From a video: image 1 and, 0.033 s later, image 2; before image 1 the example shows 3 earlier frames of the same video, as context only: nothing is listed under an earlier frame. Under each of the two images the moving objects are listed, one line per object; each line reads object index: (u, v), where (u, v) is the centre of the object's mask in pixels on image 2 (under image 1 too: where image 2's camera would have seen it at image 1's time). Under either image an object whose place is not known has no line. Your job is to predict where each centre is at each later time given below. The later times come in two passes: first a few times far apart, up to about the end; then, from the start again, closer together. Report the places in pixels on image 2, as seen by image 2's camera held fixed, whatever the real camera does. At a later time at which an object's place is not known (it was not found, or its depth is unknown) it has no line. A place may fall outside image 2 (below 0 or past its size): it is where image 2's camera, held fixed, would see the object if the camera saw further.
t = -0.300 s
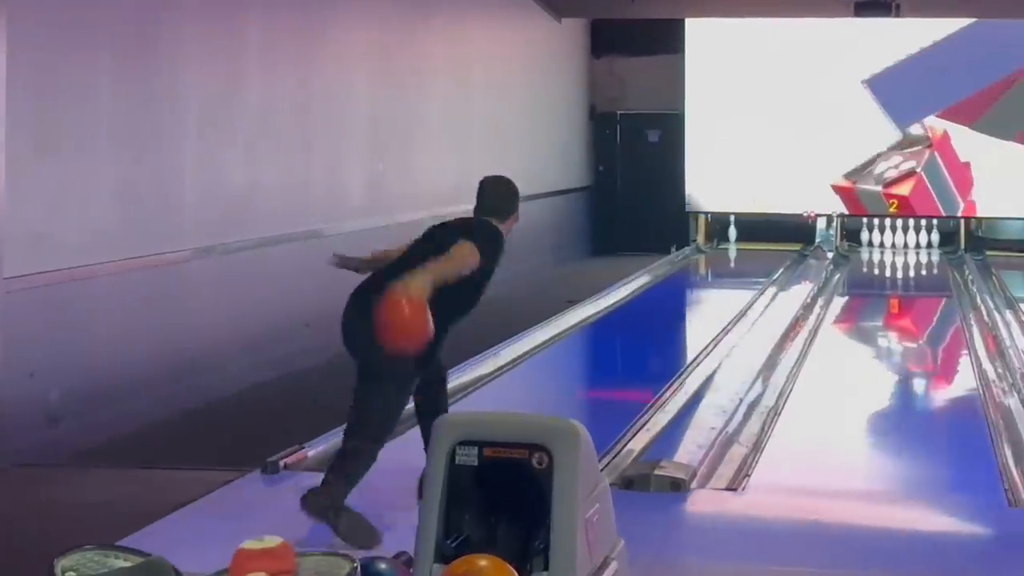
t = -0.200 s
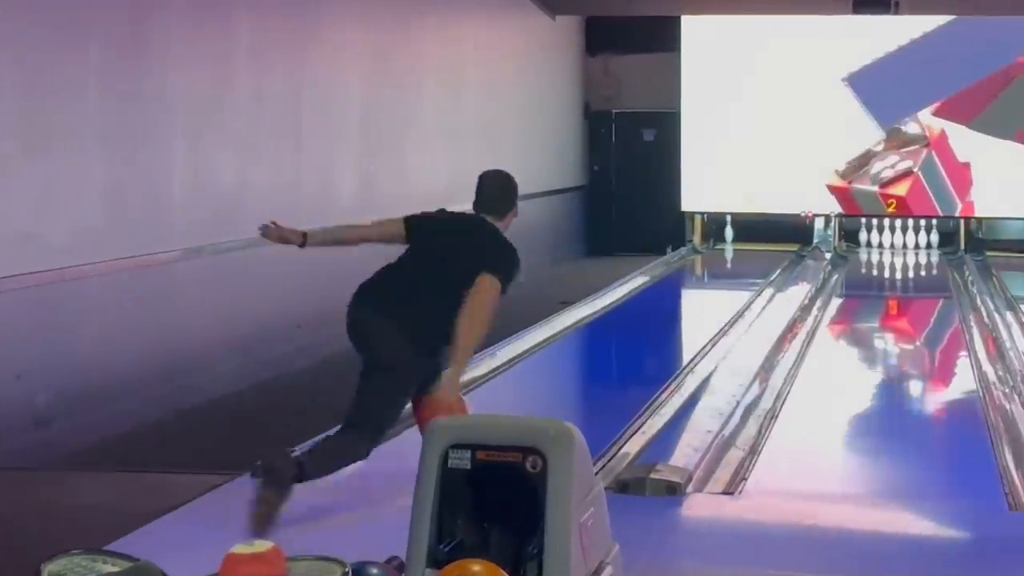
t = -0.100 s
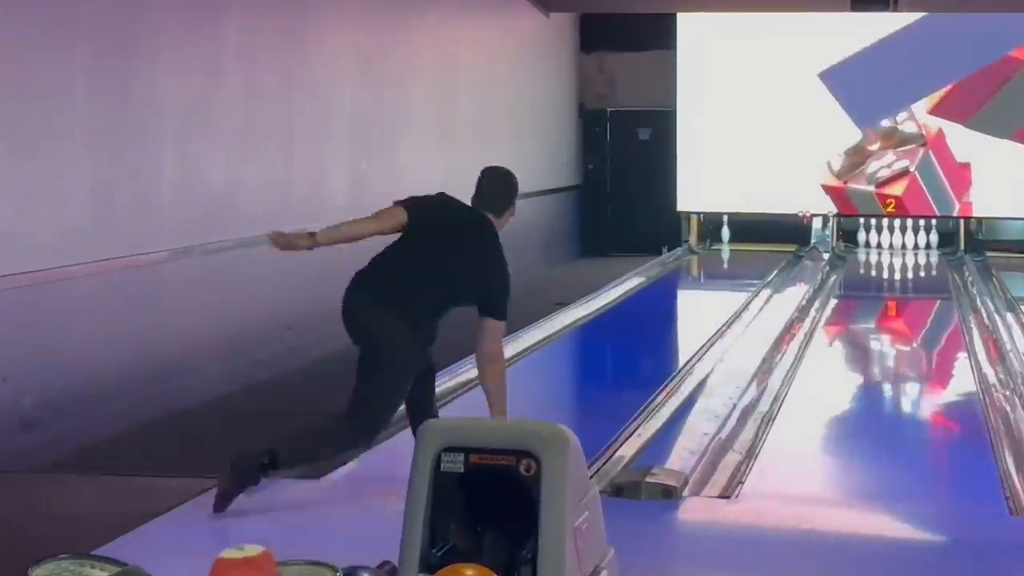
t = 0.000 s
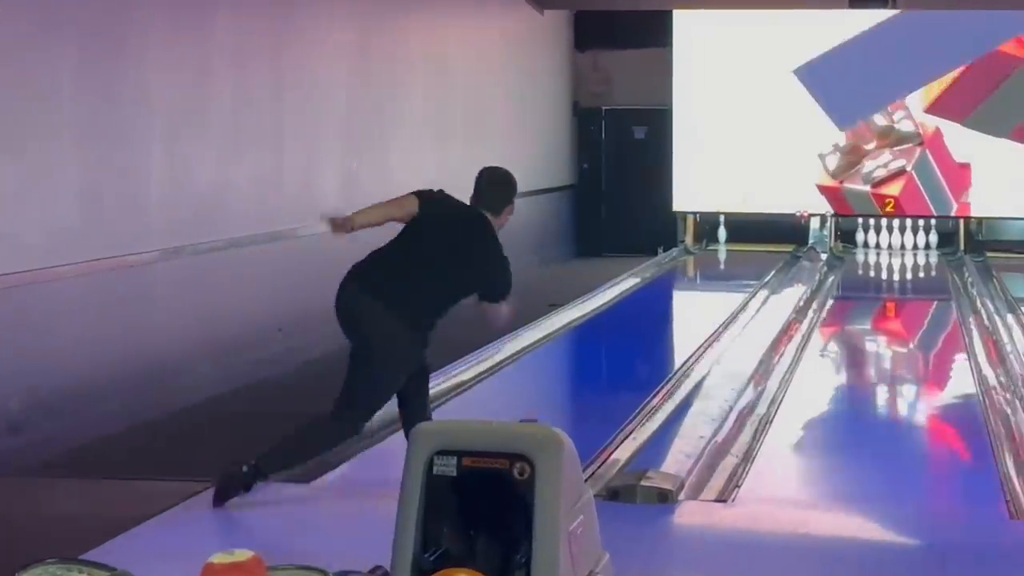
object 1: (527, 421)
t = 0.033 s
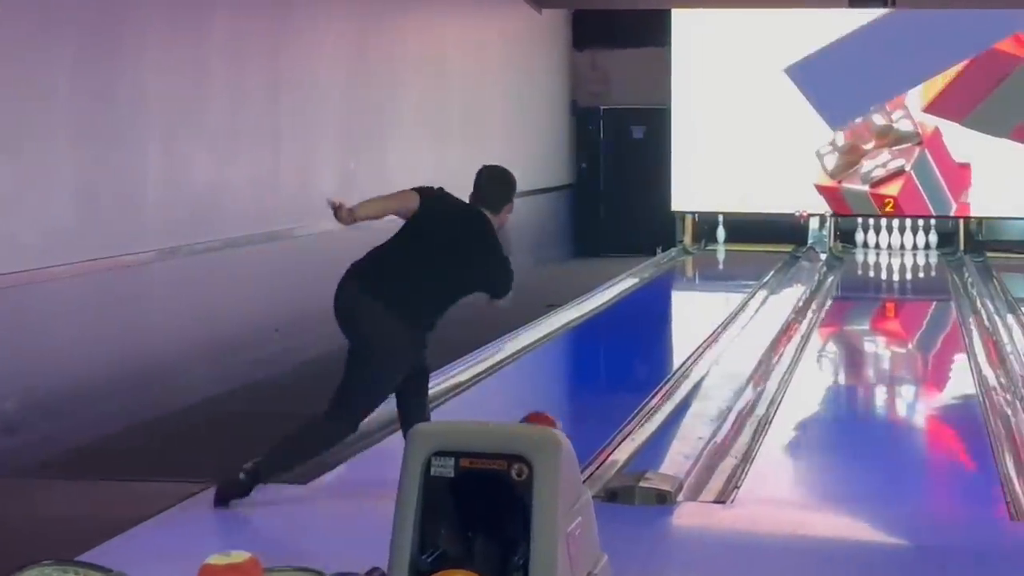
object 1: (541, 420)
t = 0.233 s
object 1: (593, 394)
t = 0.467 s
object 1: (635, 358)
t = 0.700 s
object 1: (662, 331)
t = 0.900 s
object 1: (678, 312)
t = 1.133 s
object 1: (695, 293)
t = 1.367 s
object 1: (708, 277)
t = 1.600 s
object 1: (717, 264)
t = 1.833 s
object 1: (721, 254)
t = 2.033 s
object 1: (721, 246)
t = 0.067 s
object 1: (553, 418)
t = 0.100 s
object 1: (561, 416)
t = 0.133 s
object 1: (569, 412)
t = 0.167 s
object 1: (578, 407)
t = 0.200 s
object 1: (585, 400)
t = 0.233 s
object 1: (593, 394)
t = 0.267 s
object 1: (601, 387)
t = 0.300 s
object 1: (606, 383)
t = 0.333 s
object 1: (614, 377)
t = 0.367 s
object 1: (619, 372)
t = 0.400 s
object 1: (625, 366)
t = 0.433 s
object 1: (631, 362)
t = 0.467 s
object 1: (635, 358)
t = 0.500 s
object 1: (640, 354)
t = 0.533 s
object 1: (644, 349)
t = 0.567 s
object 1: (647, 346)
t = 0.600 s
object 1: (650, 342)
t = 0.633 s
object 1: (654, 339)
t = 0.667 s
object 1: (658, 335)
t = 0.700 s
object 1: (662, 331)
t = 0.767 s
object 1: (668, 325)
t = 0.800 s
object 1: (671, 321)
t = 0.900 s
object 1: (678, 312)
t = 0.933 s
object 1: (681, 309)
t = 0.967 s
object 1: (684, 306)
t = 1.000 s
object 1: (687, 303)
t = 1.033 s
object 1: (689, 301)
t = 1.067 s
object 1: (691, 298)
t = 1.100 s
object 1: (693, 296)
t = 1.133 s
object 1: (695, 293)
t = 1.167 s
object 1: (697, 291)
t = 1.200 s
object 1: (699, 288)
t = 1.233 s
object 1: (700, 286)
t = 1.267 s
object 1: (703, 284)
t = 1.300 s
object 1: (705, 281)
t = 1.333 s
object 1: (706, 279)
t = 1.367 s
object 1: (708, 277)
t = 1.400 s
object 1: (709, 275)
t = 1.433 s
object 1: (711, 272)
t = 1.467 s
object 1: (712, 271)
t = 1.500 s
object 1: (713, 268)
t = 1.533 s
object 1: (715, 267)
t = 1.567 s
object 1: (717, 265)
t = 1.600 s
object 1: (717, 264)
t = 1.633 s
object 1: (718, 262)
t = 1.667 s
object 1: (719, 261)
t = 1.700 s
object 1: (720, 259)
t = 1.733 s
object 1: (721, 258)
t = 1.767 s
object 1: (721, 257)
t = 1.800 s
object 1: (721, 255)
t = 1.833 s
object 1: (721, 254)
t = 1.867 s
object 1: (721, 252)
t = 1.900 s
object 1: (721, 251)
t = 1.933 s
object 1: (721, 249)
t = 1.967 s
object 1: (722, 248)
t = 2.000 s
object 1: (721, 247)
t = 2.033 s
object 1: (721, 246)
